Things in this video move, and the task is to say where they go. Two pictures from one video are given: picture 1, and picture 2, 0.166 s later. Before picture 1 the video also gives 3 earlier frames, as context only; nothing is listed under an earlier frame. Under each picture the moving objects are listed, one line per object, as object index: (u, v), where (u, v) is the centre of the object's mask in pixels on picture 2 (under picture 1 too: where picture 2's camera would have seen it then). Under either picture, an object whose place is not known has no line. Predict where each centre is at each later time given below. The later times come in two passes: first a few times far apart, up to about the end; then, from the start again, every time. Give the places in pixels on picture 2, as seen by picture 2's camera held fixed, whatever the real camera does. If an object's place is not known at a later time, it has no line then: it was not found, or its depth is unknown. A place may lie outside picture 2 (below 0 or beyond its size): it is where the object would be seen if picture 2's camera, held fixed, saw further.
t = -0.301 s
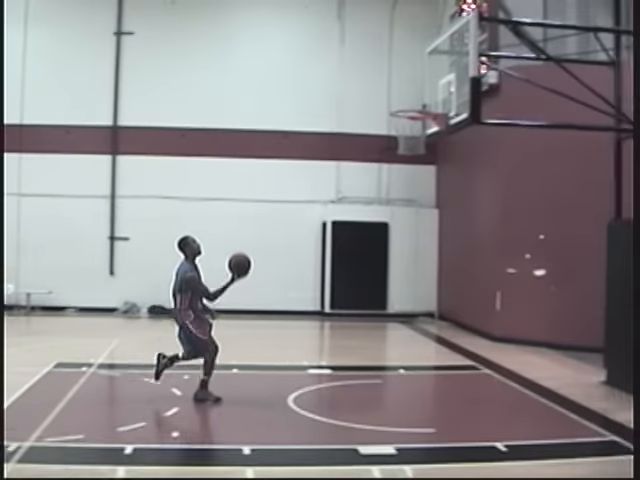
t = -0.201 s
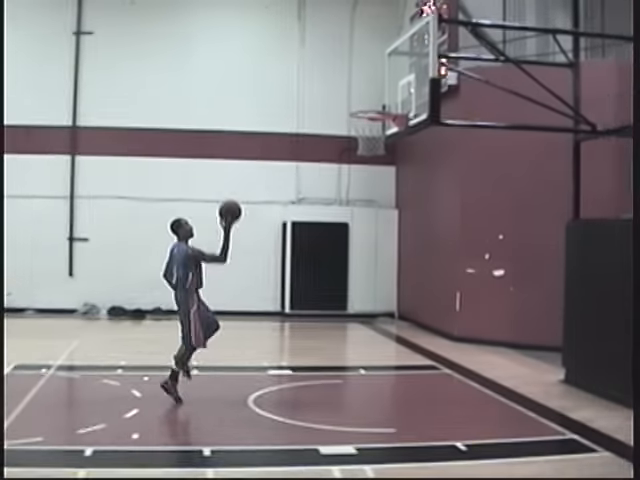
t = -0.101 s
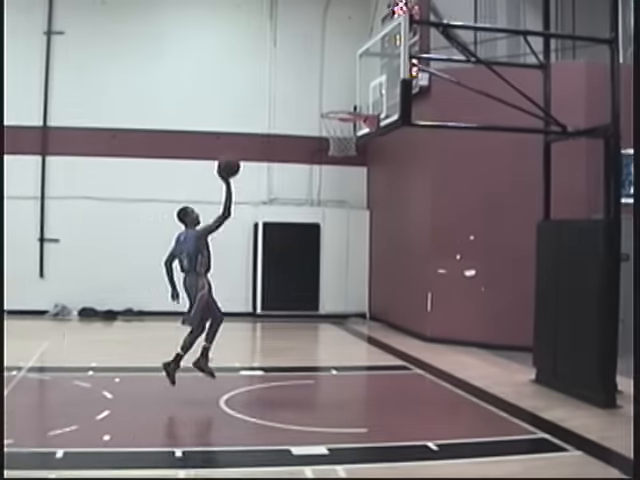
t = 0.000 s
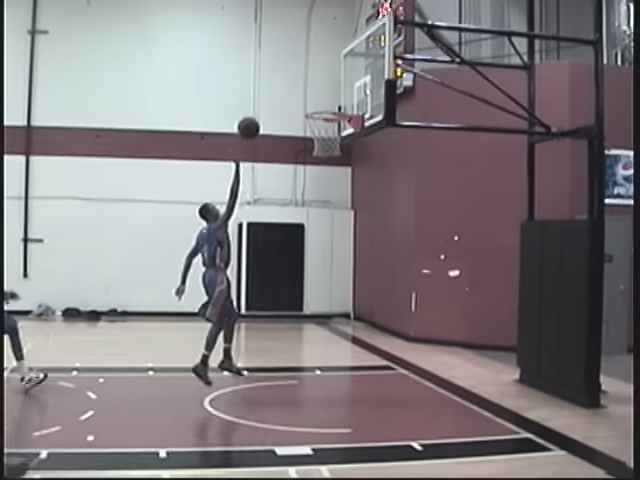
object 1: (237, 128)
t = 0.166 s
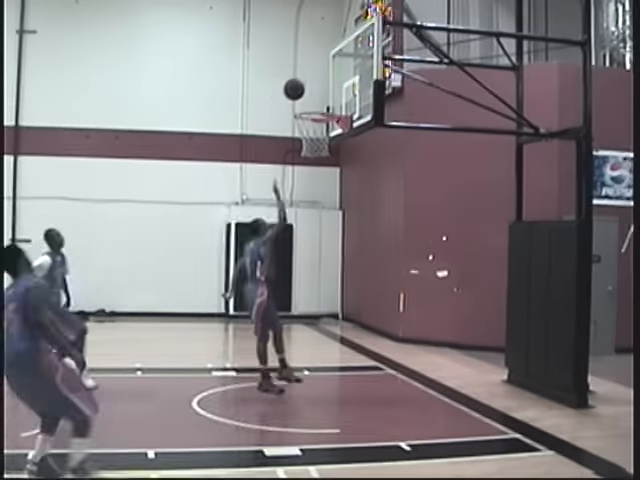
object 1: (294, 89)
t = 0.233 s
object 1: (315, 82)
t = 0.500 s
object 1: (286, 91)
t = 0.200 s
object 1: (304, 85)
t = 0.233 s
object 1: (315, 82)
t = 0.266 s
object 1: (326, 79)
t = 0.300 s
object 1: (336, 77)
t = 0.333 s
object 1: (332, 77)
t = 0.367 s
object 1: (323, 79)
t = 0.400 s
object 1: (314, 80)
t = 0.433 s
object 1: (304, 83)
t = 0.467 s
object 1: (295, 87)
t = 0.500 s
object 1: (286, 91)
